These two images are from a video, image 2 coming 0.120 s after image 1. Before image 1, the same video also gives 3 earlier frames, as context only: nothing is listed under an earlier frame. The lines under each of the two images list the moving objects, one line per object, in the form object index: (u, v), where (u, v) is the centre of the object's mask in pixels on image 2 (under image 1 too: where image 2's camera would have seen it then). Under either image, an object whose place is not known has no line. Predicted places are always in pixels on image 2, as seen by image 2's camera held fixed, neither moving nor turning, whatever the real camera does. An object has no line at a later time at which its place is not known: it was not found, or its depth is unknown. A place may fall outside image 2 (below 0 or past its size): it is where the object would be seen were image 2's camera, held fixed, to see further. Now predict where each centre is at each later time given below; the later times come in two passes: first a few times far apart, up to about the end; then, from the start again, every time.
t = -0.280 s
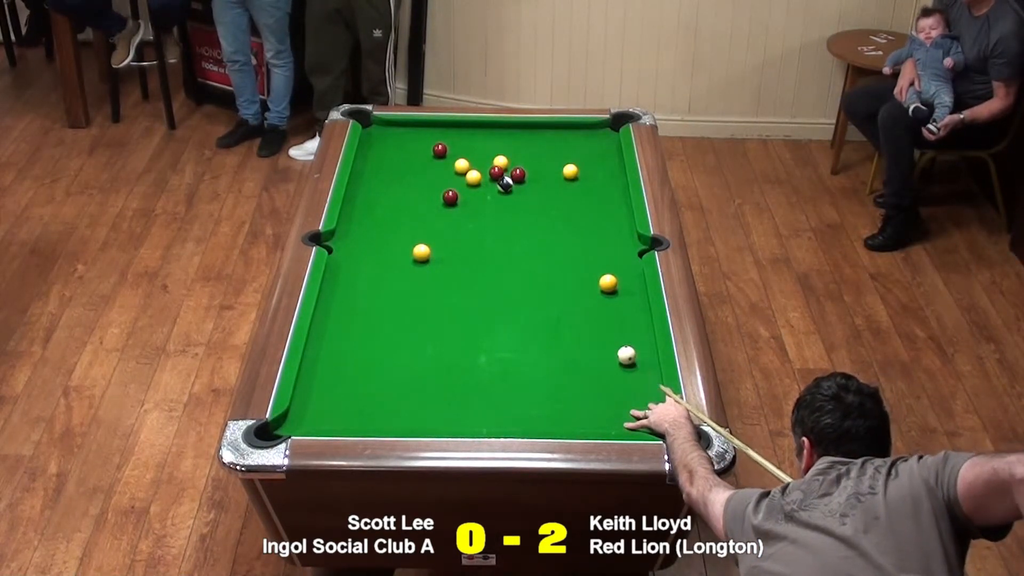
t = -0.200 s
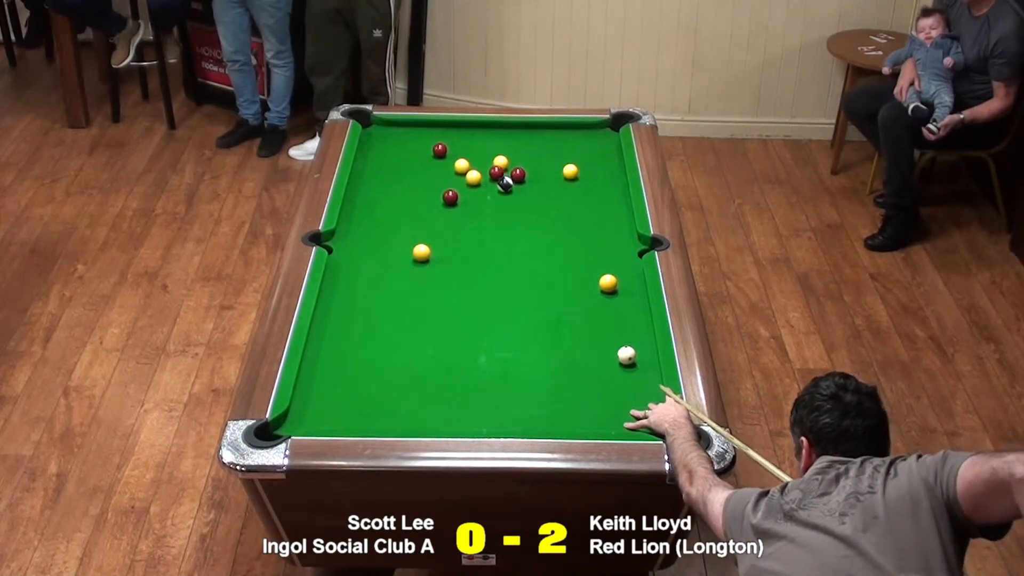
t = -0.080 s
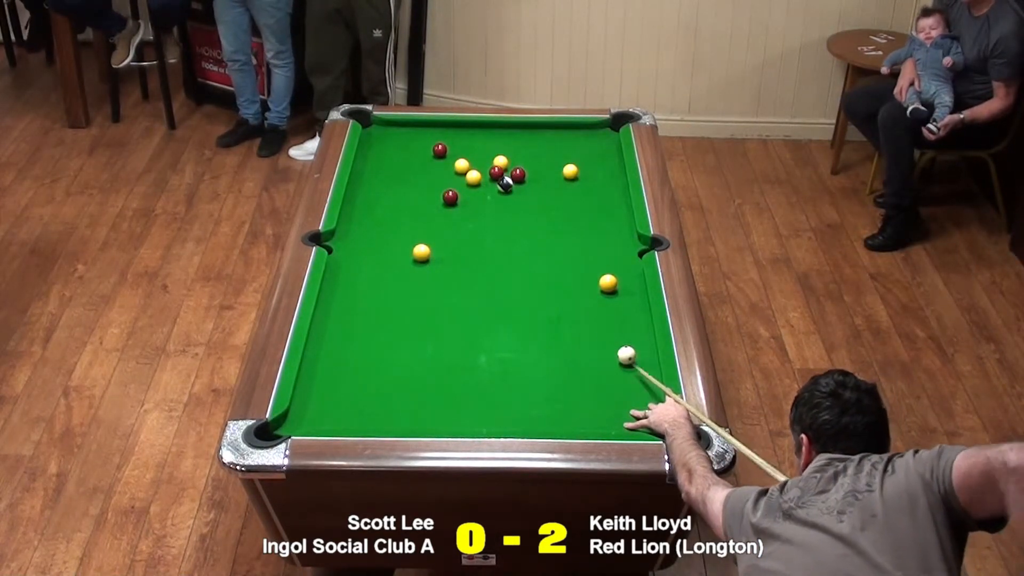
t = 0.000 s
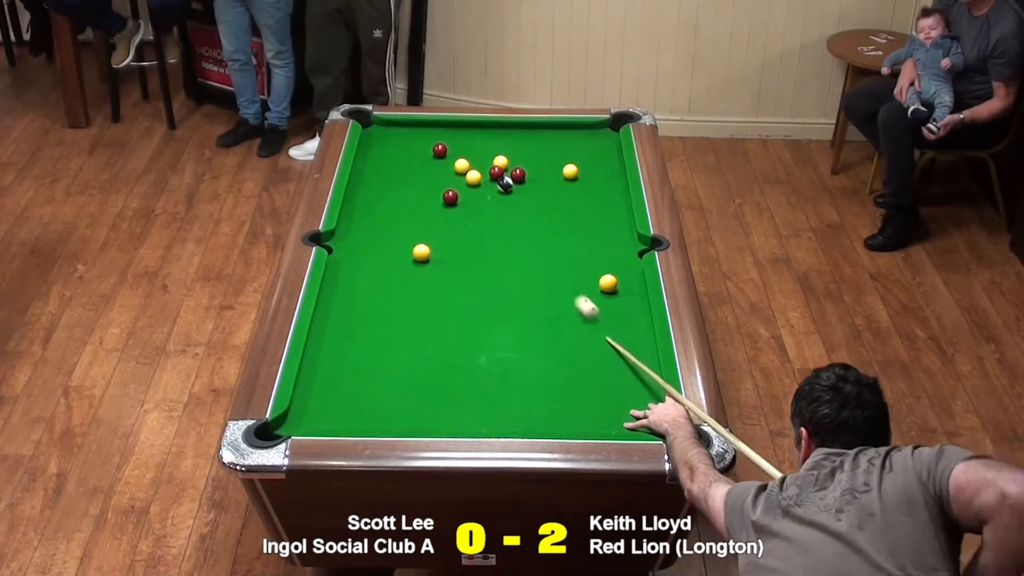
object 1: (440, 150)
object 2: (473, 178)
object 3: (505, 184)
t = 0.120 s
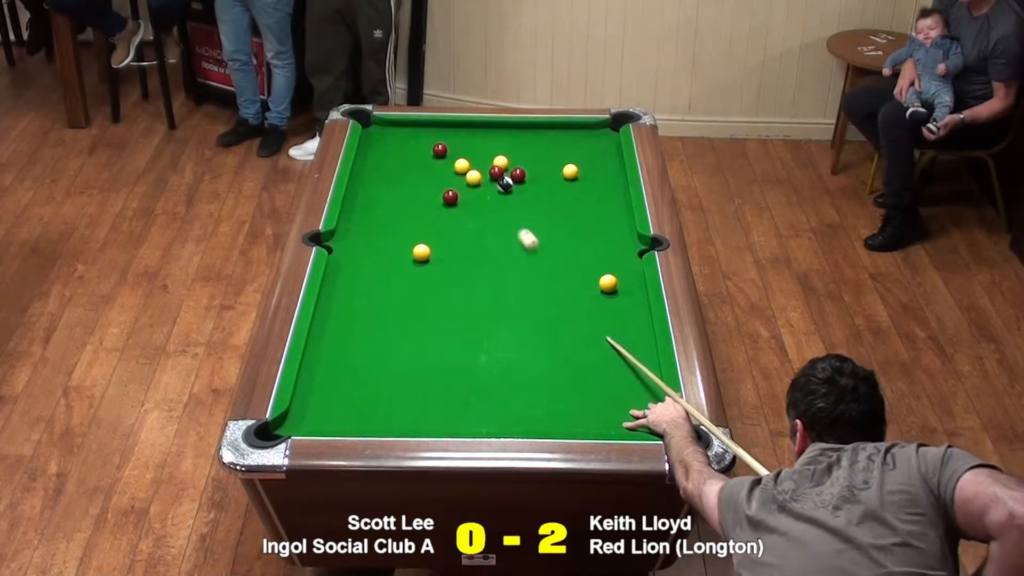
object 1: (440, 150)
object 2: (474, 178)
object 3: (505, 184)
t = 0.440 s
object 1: (390, 126)
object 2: (458, 170)
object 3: (510, 184)
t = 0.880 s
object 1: (377, 125)
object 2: (437, 163)
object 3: (528, 183)
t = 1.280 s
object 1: (391, 125)
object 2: (423, 158)
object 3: (538, 182)
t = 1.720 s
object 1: (400, 127)
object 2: (411, 154)
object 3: (547, 181)
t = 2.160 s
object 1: (406, 127)
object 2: (402, 151)
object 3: (549, 181)
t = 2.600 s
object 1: (407, 128)
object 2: (397, 150)
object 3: (549, 181)
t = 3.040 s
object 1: (407, 128)
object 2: (396, 149)
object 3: (549, 181)
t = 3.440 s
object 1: (407, 128)
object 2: (396, 149)
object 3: (549, 181)
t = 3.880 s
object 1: (407, 128)
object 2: (396, 149)
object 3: (549, 181)
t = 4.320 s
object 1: (407, 128)
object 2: (396, 149)
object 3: (549, 181)
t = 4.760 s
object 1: (407, 128)
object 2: (396, 149)
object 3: (549, 181)
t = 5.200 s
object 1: (407, 128)
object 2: (396, 149)
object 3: (549, 181)
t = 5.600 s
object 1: (407, 128)
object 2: (396, 149)
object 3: (549, 181)
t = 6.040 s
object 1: (407, 128)
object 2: (396, 150)
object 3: (549, 181)
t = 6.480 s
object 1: (406, 128)
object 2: (396, 149)
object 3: (549, 181)
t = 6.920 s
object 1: (406, 128)
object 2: (396, 149)
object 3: (549, 181)
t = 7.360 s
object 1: (406, 128)
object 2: (396, 149)
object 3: (549, 181)
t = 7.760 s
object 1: (407, 128)
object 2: (396, 149)
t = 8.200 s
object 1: (407, 128)
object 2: (396, 150)
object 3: (549, 182)
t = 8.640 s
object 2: (396, 149)
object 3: (549, 182)
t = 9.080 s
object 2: (391, 148)
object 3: (549, 181)
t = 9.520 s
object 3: (549, 181)
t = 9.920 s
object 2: (396, 149)
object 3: (549, 181)
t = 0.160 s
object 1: (440, 150)
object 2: (473, 178)
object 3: (505, 184)
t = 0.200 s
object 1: (440, 150)
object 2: (474, 178)
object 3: (505, 184)
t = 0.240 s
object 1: (440, 150)
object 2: (472, 177)
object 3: (505, 184)
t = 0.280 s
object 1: (440, 150)
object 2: (467, 171)
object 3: (505, 184)
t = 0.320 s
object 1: (434, 147)
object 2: (465, 172)
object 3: (505, 184)
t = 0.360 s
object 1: (418, 139)
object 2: (462, 171)
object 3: (506, 184)
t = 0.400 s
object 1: (403, 132)
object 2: (460, 171)
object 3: (508, 184)
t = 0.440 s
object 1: (390, 126)
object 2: (458, 170)
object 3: (510, 184)
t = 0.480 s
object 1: (375, 123)
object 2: (456, 170)
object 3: (512, 184)
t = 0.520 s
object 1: (366, 122)
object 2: (454, 169)
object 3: (513, 184)
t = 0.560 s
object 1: (371, 121)
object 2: (452, 168)
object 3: (514, 184)
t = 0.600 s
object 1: (370, 123)
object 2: (450, 168)
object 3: (516, 184)
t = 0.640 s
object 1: (368, 124)
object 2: (448, 167)
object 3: (518, 183)
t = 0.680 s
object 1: (367, 124)
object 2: (446, 166)
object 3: (520, 183)
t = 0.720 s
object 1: (369, 125)
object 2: (444, 166)
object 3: (522, 183)
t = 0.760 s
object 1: (370, 125)
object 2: (442, 165)
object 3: (523, 183)
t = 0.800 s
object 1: (373, 125)
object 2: (441, 165)
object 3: (525, 183)
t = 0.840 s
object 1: (375, 124)
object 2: (439, 164)
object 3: (526, 183)
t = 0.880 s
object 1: (377, 125)
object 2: (437, 163)
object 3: (528, 183)
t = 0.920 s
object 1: (379, 125)
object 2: (436, 163)
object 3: (529, 182)
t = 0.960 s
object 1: (381, 125)
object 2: (434, 162)
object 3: (531, 182)
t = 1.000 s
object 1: (383, 125)
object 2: (432, 162)
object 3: (531, 182)
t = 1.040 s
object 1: (384, 124)
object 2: (431, 161)
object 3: (532, 182)
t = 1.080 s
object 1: (386, 125)
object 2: (430, 161)
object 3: (534, 182)
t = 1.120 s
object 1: (387, 124)
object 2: (428, 160)
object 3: (535, 182)
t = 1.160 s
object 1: (388, 124)
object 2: (427, 160)
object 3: (536, 182)
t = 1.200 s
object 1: (389, 125)
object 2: (425, 159)
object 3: (537, 182)
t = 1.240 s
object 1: (390, 125)
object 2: (424, 159)
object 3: (538, 182)
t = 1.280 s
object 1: (391, 125)
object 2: (423, 158)
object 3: (538, 182)
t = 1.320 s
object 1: (392, 125)
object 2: (421, 158)
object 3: (539, 182)
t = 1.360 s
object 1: (393, 125)
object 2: (420, 157)
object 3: (540, 182)
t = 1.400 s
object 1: (394, 125)
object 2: (419, 157)
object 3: (541, 182)
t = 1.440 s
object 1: (395, 126)
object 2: (418, 157)
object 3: (542, 182)
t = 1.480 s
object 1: (396, 126)
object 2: (417, 156)
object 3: (543, 181)
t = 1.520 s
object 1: (396, 126)
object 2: (416, 156)
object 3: (544, 181)
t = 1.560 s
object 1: (397, 126)
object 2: (415, 155)
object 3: (545, 181)
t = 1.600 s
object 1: (398, 126)
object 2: (414, 155)
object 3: (545, 181)
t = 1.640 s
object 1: (398, 126)
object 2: (412, 155)
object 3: (546, 181)
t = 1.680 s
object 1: (399, 127)
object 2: (412, 154)
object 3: (546, 182)
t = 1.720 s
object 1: (400, 127)
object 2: (411, 154)
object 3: (547, 181)
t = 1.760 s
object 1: (401, 127)
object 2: (410, 154)
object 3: (547, 181)
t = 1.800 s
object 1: (401, 127)
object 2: (409, 153)
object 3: (548, 181)
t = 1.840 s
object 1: (402, 127)
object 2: (408, 153)
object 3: (548, 181)
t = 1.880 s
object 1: (402, 127)
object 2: (407, 153)
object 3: (548, 181)
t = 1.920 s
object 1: (403, 127)
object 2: (406, 153)
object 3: (549, 181)
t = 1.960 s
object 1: (404, 127)
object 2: (406, 152)
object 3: (549, 181)
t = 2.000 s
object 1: (404, 127)
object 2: (405, 152)
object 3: (549, 181)
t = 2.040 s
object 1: (404, 127)
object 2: (404, 152)
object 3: (549, 181)
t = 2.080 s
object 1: (405, 127)
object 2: (404, 152)
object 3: (549, 181)
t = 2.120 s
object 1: (405, 127)
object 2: (403, 151)
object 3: (549, 181)
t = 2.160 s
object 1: (406, 127)
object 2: (402, 151)
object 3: (549, 181)
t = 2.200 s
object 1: (406, 127)
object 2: (402, 151)
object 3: (549, 181)
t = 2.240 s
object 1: (406, 127)
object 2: (401, 151)
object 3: (549, 181)
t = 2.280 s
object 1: (406, 127)
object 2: (400, 151)
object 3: (549, 181)
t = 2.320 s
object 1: (406, 127)
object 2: (400, 151)
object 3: (549, 181)
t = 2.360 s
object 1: (407, 128)
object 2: (399, 150)
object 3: (549, 181)
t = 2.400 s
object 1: (407, 128)
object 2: (399, 150)
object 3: (549, 181)
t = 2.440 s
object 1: (407, 128)
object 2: (399, 150)
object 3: (549, 181)
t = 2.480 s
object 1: (407, 128)
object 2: (398, 150)
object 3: (549, 181)
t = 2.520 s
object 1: (407, 128)
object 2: (398, 150)
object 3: (549, 181)
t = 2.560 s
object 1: (407, 128)
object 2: (398, 150)
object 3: (549, 181)
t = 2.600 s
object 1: (407, 128)
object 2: (397, 150)
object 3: (549, 181)
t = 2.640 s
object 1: (407, 128)
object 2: (397, 150)
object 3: (549, 181)
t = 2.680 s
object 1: (407, 128)
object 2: (397, 150)
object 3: (549, 181)
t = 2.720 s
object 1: (407, 128)
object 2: (397, 150)
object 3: (549, 181)
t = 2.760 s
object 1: (407, 128)
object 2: (397, 149)
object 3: (549, 181)
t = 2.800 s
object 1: (407, 128)
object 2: (396, 150)
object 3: (549, 181)
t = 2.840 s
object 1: (407, 128)
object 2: (396, 149)
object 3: (549, 181)
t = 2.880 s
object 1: (407, 128)
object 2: (396, 149)
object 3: (549, 181)
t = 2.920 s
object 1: (407, 128)
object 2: (396, 150)
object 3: (549, 181)
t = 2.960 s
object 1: (407, 128)
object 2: (396, 149)
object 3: (549, 181)
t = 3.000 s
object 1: (407, 128)
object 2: (396, 149)
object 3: (549, 181)
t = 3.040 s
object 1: (407, 128)
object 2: (396, 149)
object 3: (549, 181)
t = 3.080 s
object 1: (407, 128)
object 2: (396, 149)
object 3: (549, 181)
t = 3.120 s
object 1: (407, 128)
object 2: (396, 149)
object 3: (549, 181)
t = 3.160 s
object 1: (407, 128)
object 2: (396, 149)
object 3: (549, 181)
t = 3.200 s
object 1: (407, 128)
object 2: (396, 149)
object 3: (549, 181)
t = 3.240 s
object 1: (407, 128)
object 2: (396, 149)
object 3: (549, 181)
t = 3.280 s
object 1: (407, 128)
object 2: (396, 149)
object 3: (549, 181)
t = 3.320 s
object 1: (407, 128)
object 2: (396, 150)
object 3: (549, 181)
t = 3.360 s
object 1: (407, 128)
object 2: (396, 149)
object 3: (549, 181)
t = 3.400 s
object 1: (407, 128)
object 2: (396, 150)
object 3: (549, 181)
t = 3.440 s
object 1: (407, 128)
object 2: (396, 149)
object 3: (549, 181)
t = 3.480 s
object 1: (407, 128)
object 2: (396, 149)
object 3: (549, 181)
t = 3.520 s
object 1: (407, 128)
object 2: (396, 149)
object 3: (549, 181)
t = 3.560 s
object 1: (407, 128)
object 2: (396, 149)
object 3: (549, 181)
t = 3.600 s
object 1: (407, 128)
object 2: (396, 149)
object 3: (549, 181)
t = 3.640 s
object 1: (407, 128)
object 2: (396, 150)
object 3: (549, 181)
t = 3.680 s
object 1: (407, 128)
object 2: (396, 149)
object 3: (549, 181)
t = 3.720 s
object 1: (407, 128)
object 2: (396, 149)
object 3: (549, 181)
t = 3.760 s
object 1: (407, 128)
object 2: (396, 149)
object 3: (549, 181)
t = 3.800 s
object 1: (407, 128)
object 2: (396, 149)
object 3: (549, 181)
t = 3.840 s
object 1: (407, 128)
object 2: (396, 149)
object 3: (549, 181)
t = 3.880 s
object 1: (407, 128)
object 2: (396, 149)
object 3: (549, 181)
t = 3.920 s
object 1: (407, 128)
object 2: (396, 149)
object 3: (549, 181)
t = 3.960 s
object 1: (407, 128)
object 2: (396, 149)
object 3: (549, 181)
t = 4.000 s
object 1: (407, 128)
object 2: (396, 149)
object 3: (549, 181)
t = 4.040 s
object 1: (407, 128)
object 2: (396, 149)
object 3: (549, 181)
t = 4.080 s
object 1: (407, 128)
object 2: (396, 149)
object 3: (549, 181)
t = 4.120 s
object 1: (407, 128)
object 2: (396, 149)
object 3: (549, 181)
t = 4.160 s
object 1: (407, 128)
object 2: (396, 149)
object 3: (549, 181)
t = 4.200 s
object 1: (407, 128)
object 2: (396, 149)
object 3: (549, 181)
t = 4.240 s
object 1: (407, 128)
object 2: (396, 149)
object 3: (549, 181)
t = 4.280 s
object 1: (407, 128)
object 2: (396, 149)
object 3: (549, 181)
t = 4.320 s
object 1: (407, 128)
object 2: (396, 149)
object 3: (549, 181)
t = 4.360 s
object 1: (407, 128)
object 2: (396, 149)
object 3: (549, 181)
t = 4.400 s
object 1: (407, 128)
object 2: (396, 149)
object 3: (549, 181)
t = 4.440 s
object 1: (406, 128)
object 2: (396, 149)
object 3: (549, 181)
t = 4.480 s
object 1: (407, 128)
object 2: (396, 149)
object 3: (549, 181)
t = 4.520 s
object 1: (407, 128)
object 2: (396, 149)
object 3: (549, 181)
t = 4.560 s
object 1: (407, 128)
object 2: (396, 149)
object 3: (549, 181)
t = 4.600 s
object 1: (407, 128)
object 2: (396, 149)
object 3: (549, 181)
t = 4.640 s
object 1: (407, 128)
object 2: (396, 149)
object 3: (549, 181)
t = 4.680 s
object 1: (407, 128)
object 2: (396, 149)
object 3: (549, 181)
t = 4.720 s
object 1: (407, 128)
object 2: (396, 149)
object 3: (549, 181)
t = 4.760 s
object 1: (407, 128)
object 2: (396, 149)
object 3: (549, 181)
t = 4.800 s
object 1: (407, 128)
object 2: (396, 149)
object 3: (549, 181)
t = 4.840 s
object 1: (407, 128)
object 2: (396, 149)
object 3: (549, 181)
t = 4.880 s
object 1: (407, 128)
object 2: (396, 150)
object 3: (549, 181)
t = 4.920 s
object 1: (407, 128)
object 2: (396, 150)
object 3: (549, 181)
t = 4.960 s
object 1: (407, 128)
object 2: (396, 149)
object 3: (549, 181)
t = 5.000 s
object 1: (407, 128)
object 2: (396, 149)
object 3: (549, 181)
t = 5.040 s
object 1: (407, 128)
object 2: (396, 149)
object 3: (549, 181)
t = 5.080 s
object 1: (407, 128)
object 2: (396, 149)
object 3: (549, 181)
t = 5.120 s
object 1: (407, 128)
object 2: (396, 149)
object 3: (549, 181)
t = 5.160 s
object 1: (407, 128)
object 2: (396, 149)
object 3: (549, 181)
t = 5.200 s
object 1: (407, 128)
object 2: (396, 149)
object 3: (549, 181)
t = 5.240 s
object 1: (407, 128)
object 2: (396, 149)
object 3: (549, 181)
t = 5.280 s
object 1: (407, 128)
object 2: (396, 149)
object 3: (549, 181)
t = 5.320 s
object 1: (407, 128)
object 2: (396, 149)
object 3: (549, 181)
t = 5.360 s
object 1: (407, 128)
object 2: (396, 149)
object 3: (549, 181)
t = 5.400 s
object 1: (407, 128)
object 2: (396, 149)
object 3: (549, 181)
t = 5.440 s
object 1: (407, 128)
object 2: (396, 149)
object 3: (549, 181)
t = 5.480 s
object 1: (407, 128)
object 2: (396, 149)
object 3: (549, 181)
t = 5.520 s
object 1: (407, 128)
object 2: (396, 149)
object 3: (549, 181)
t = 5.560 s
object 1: (407, 128)
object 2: (396, 150)
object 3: (549, 181)
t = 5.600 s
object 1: (407, 128)
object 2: (396, 149)
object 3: (549, 181)
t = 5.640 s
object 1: (407, 128)
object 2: (396, 150)
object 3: (549, 181)
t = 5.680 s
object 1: (407, 128)
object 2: (396, 149)
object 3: (549, 181)
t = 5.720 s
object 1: (407, 128)
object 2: (396, 150)
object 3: (549, 181)
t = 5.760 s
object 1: (407, 128)
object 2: (396, 149)
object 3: (549, 181)
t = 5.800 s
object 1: (407, 128)
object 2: (396, 150)
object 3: (549, 181)
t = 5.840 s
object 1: (407, 128)
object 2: (396, 150)
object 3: (549, 181)
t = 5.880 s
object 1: (407, 128)
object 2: (396, 150)
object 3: (549, 181)
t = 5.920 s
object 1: (407, 128)
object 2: (396, 150)
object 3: (549, 181)
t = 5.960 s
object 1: (407, 128)
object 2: (396, 150)
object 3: (549, 181)
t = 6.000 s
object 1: (407, 128)
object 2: (396, 150)
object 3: (549, 181)
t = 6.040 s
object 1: (407, 128)
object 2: (396, 150)
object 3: (549, 181)
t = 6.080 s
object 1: (407, 128)
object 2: (396, 149)
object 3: (549, 181)
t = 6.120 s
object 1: (407, 128)
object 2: (396, 149)
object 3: (549, 181)
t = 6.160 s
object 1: (407, 128)
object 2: (396, 149)
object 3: (549, 181)
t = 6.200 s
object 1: (407, 128)
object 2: (396, 150)
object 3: (549, 181)
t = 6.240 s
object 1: (407, 128)
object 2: (396, 149)
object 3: (549, 181)
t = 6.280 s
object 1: (407, 128)
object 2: (396, 149)
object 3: (549, 181)
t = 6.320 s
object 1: (407, 128)
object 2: (396, 150)
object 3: (549, 181)
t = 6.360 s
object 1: (407, 128)
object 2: (396, 149)
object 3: (549, 181)
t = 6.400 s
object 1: (407, 128)
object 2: (396, 149)
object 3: (549, 181)
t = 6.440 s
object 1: (407, 128)
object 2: (396, 149)
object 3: (549, 181)
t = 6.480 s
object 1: (406, 128)
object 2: (396, 149)
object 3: (549, 181)
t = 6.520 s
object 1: (406, 128)
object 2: (396, 149)
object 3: (549, 181)
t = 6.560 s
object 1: (406, 128)
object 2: (396, 149)
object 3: (549, 181)
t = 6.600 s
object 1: (406, 128)
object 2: (396, 149)
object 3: (549, 181)
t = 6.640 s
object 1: (406, 128)
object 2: (396, 149)
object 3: (549, 181)
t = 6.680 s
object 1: (406, 128)
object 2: (396, 149)
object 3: (549, 181)
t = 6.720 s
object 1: (406, 128)
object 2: (396, 149)
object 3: (549, 181)
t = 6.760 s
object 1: (406, 128)
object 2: (396, 149)
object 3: (549, 181)
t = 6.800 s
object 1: (406, 128)
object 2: (396, 149)
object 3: (549, 181)
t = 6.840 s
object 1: (406, 128)
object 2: (396, 149)
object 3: (549, 181)
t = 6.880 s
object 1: (406, 128)
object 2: (396, 149)
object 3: (549, 181)
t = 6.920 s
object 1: (406, 128)
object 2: (396, 149)
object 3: (549, 181)
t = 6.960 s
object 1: (406, 128)
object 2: (396, 149)
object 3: (549, 181)
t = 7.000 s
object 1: (406, 128)
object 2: (396, 149)
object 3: (549, 181)
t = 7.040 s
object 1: (406, 128)
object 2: (396, 149)
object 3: (549, 181)
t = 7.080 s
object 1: (406, 128)
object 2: (396, 149)
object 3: (549, 181)
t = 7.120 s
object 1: (406, 128)
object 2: (396, 149)
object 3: (549, 181)
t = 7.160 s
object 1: (406, 128)
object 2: (396, 149)
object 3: (549, 181)
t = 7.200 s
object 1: (406, 128)
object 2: (396, 149)
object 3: (549, 181)
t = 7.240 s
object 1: (406, 128)
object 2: (396, 149)
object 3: (549, 181)
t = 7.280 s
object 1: (406, 128)
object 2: (396, 149)
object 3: (549, 181)
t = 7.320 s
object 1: (406, 128)
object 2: (396, 149)
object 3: (549, 181)
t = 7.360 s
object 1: (406, 128)
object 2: (396, 149)
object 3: (549, 181)
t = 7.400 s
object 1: (406, 128)
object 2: (396, 149)
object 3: (549, 181)
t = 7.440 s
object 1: (406, 128)
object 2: (396, 149)
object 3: (549, 181)
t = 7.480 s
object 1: (406, 128)
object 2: (396, 149)
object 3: (549, 181)
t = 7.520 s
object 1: (406, 128)
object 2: (396, 149)
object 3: (549, 181)
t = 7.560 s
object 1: (406, 128)
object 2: (396, 149)
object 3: (549, 181)
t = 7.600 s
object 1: (406, 128)
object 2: (396, 149)
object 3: (549, 181)
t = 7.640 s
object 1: (406, 128)
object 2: (396, 149)
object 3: (549, 181)
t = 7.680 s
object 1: (406, 128)
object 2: (396, 149)
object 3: (546, 179)
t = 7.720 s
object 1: (406, 128)
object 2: (396, 149)
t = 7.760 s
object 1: (407, 128)
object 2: (396, 149)
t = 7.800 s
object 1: (407, 128)
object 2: (396, 150)
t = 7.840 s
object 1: (407, 128)
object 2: (396, 150)
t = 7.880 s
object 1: (407, 128)
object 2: (396, 150)
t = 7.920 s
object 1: (406, 128)
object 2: (396, 150)
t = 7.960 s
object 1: (406, 128)
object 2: (396, 150)
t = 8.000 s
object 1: (406, 128)
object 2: (396, 150)
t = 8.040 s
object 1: (406, 128)
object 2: (396, 150)
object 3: (553, 179)
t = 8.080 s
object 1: (406, 128)
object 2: (396, 150)
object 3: (551, 181)
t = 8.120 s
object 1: (407, 128)
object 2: (396, 149)
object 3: (549, 181)
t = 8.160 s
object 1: (407, 128)
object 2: (396, 150)
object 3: (549, 182)
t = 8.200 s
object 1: (407, 128)
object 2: (396, 150)
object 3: (549, 182)
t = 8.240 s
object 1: (407, 128)
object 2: (396, 150)
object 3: (549, 182)
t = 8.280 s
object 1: (407, 128)
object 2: (396, 150)
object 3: (549, 182)
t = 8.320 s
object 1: (407, 128)
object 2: (396, 150)
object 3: (549, 182)
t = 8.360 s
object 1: (407, 128)
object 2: (396, 149)
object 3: (549, 182)
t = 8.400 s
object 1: (407, 128)
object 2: (396, 150)
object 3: (549, 182)
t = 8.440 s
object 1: (407, 128)
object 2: (396, 150)
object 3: (549, 182)
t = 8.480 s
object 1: (407, 128)
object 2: (396, 150)
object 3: (549, 182)
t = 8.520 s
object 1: (406, 128)
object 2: (397, 149)
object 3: (549, 182)
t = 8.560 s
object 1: (406, 128)
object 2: (396, 149)
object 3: (549, 181)
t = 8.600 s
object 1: (406, 128)
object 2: (396, 149)
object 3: (549, 181)
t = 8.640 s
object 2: (396, 149)
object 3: (549, 182)
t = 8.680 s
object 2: (396, 149)
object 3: (549, 182)
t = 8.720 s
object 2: (396, 150)
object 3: (549, 182)
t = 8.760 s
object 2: (396, 150)
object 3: (549, 182)
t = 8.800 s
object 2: (396, 149)
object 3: (549, 181)
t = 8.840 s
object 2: (396, 149)
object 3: (549, 181)
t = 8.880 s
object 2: (396, 149)
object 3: (549, 182)
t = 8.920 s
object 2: (395, 149)
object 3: (549, 181)
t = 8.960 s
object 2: (395, 149)
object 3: (549, 182)
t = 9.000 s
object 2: (394, 149)
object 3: (549, 182)
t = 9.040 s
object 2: (393, 149)
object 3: (549, 182)
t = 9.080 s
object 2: (391, 148)
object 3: (549, 181)
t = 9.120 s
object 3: (549, 181)
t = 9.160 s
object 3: (549, 181)
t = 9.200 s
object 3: (549, 181)
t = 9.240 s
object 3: (549, 181)
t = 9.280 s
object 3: (549, 181)
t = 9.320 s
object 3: (549, 181)
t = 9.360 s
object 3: (549, 181)
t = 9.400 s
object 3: (549, 181)
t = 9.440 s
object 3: (549, 181)
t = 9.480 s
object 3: (549, 181)
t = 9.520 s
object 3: (549, 181)
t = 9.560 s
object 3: (549, 181)
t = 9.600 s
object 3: (549, 181)
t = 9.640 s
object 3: (549, 181)
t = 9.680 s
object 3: (549, 181)
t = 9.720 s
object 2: (398, 149)
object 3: (549, 181)
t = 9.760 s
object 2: (396, 149)
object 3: (549, 181)
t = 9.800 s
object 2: (396, 150)
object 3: (549, 181)
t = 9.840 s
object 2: (396, 149)
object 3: (549, 181)
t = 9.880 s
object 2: (396, 150)
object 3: (549, 181)
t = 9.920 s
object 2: (396, 149)
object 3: (549, 181)
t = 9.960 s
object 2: (396, 149)
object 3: (549, 181)
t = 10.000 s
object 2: (396, 149)
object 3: (549, 181)
